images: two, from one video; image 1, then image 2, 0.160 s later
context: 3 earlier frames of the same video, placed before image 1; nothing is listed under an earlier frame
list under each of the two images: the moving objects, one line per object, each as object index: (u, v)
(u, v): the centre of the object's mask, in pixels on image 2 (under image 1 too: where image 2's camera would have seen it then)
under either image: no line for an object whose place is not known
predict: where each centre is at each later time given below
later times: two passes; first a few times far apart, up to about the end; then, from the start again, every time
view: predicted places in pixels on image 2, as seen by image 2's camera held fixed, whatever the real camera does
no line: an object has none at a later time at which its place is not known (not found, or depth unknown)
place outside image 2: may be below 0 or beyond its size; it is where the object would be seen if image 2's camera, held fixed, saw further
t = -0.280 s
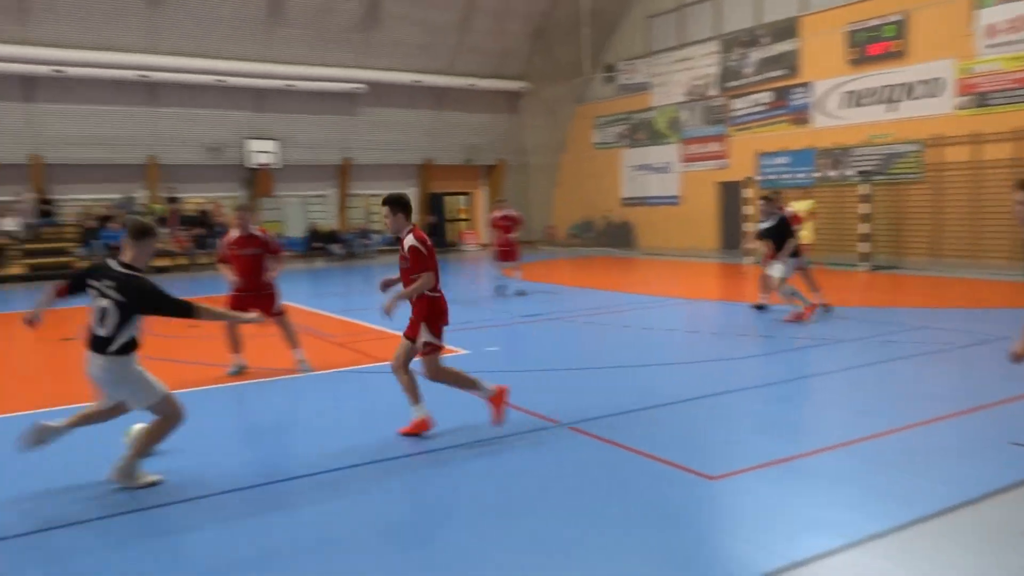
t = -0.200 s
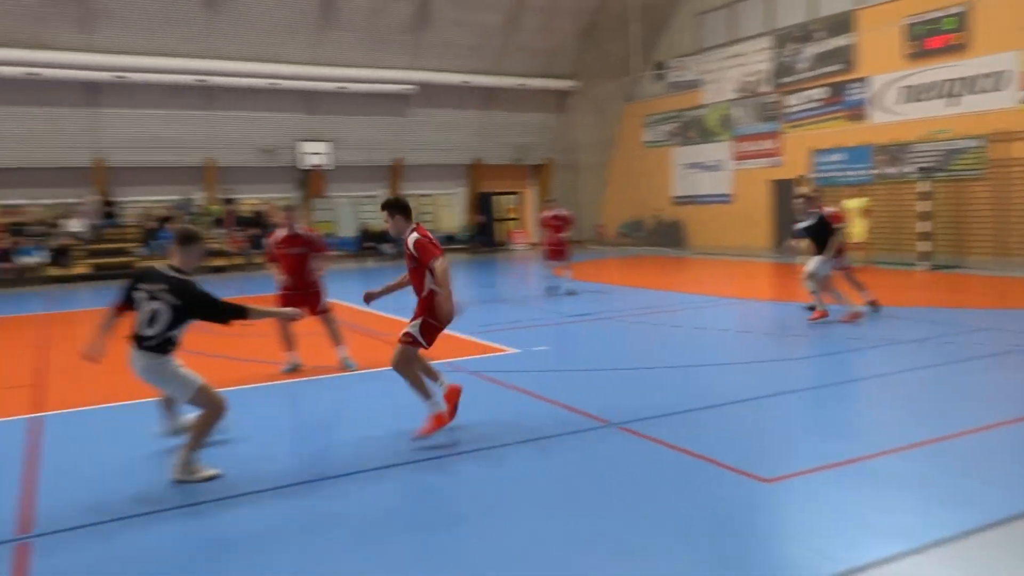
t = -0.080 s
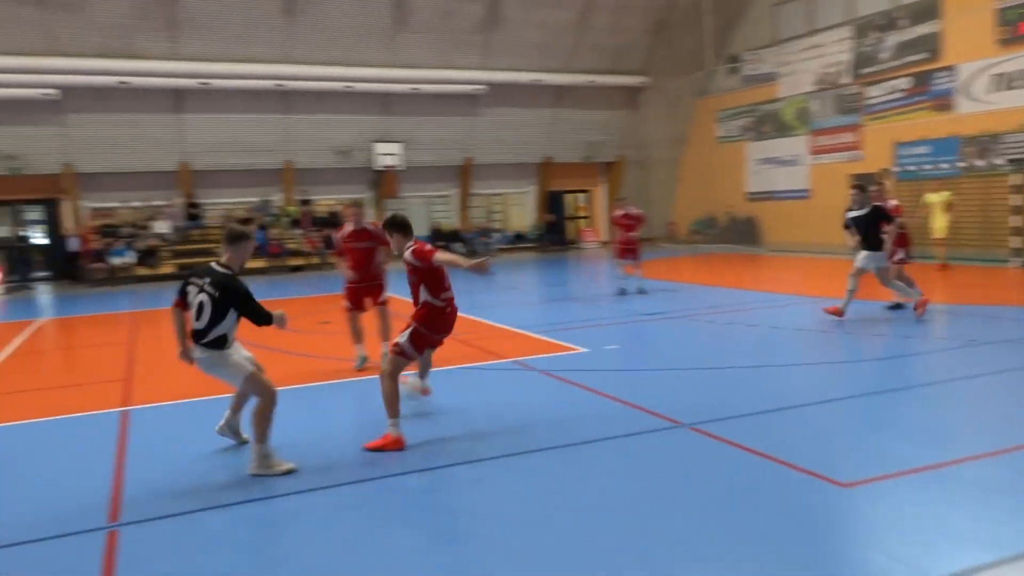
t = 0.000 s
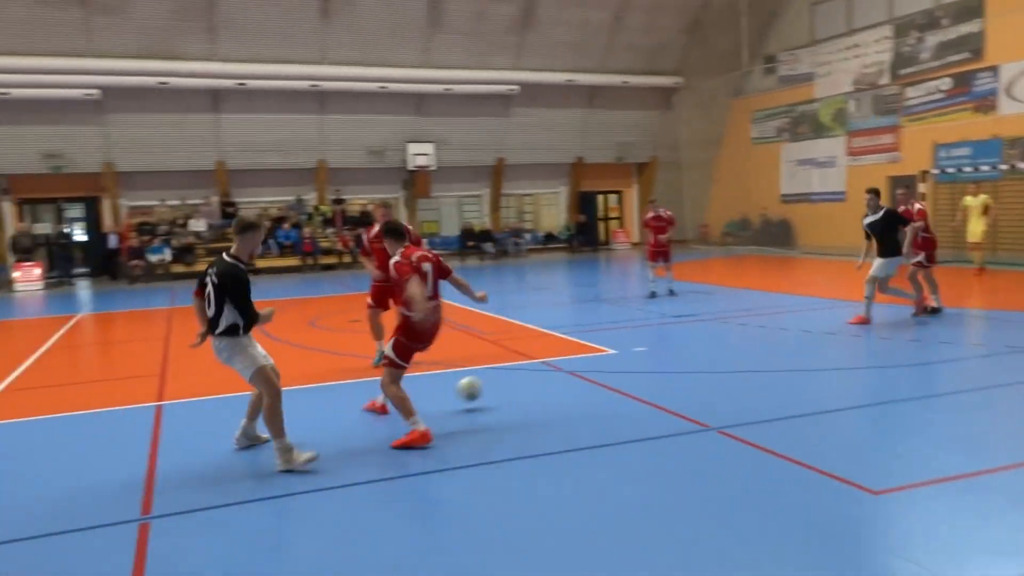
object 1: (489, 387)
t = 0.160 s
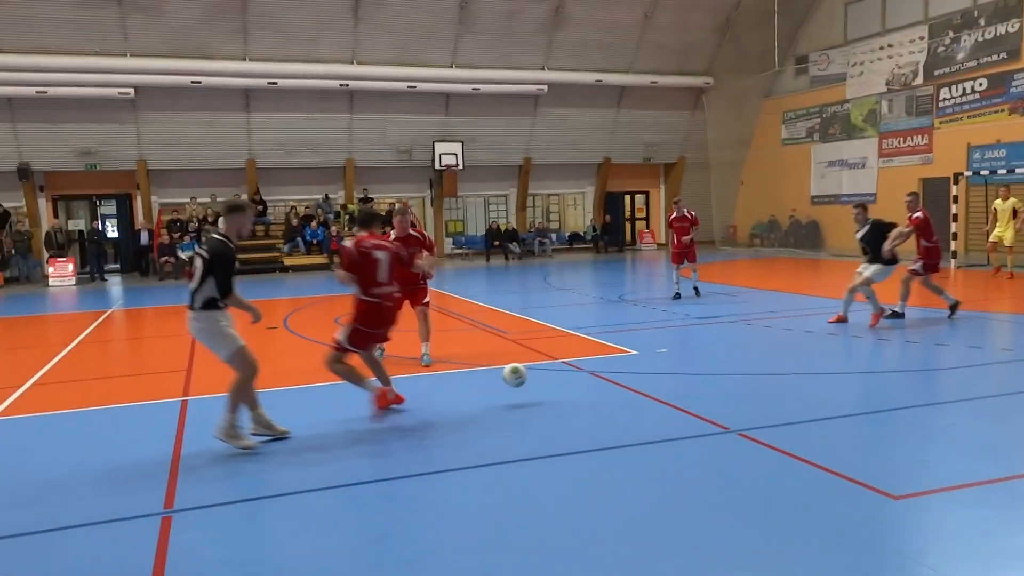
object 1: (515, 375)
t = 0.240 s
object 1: (526, 379)
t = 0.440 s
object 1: (549, 382)
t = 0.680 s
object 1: (572, 379)
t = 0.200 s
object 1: (520, 376)
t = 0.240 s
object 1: (526, 379)
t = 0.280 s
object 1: (532, 385)
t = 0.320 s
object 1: (536, 387)
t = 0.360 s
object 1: (540, 383)
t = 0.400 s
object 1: (544, 382)
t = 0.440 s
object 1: (549, 382)
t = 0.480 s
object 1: (553, 384)
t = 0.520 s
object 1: (556, 382)
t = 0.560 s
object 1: (561, 381)
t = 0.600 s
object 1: (565, 381)
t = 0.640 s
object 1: (569, 380)
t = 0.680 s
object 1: (572, 379)
